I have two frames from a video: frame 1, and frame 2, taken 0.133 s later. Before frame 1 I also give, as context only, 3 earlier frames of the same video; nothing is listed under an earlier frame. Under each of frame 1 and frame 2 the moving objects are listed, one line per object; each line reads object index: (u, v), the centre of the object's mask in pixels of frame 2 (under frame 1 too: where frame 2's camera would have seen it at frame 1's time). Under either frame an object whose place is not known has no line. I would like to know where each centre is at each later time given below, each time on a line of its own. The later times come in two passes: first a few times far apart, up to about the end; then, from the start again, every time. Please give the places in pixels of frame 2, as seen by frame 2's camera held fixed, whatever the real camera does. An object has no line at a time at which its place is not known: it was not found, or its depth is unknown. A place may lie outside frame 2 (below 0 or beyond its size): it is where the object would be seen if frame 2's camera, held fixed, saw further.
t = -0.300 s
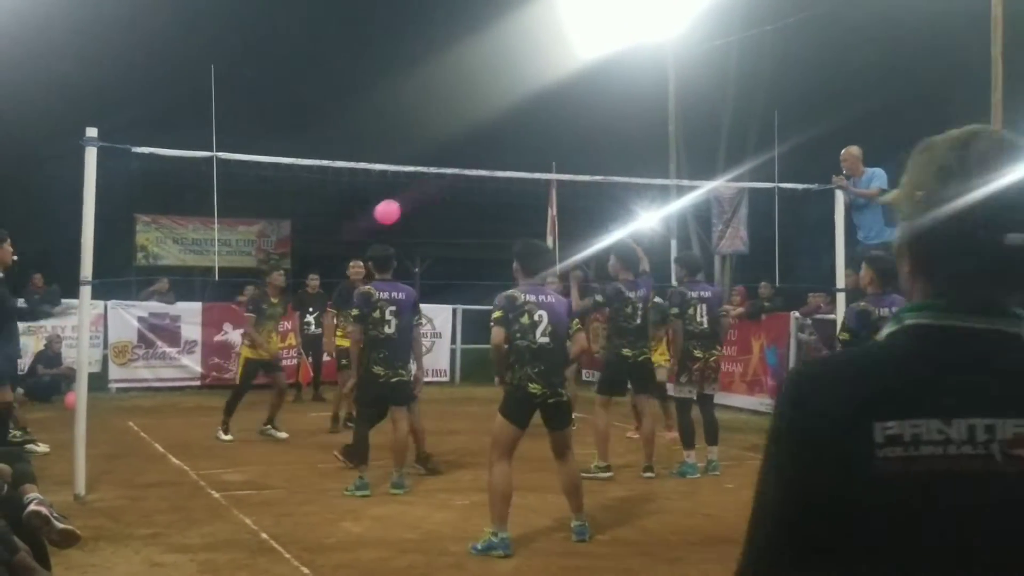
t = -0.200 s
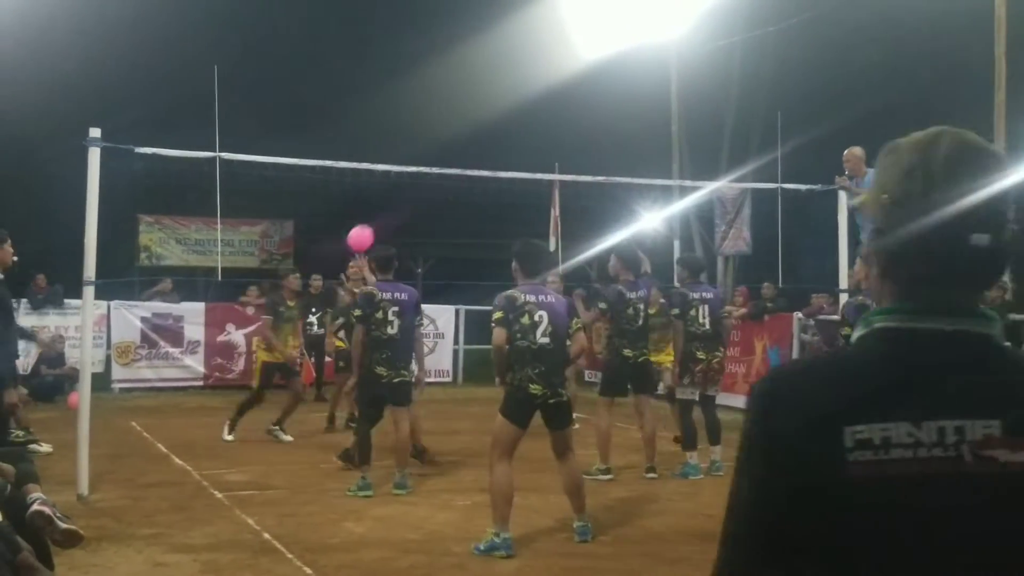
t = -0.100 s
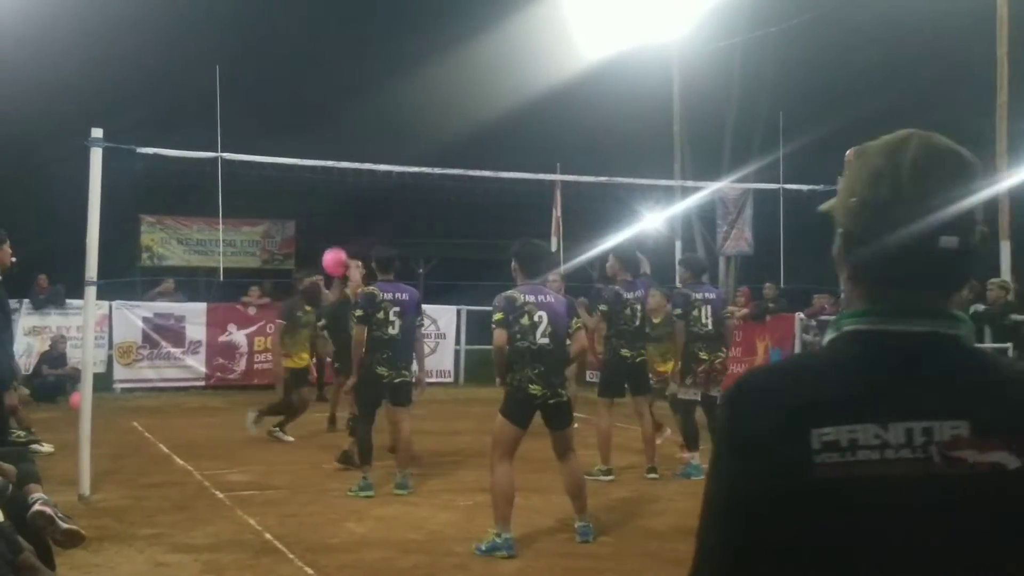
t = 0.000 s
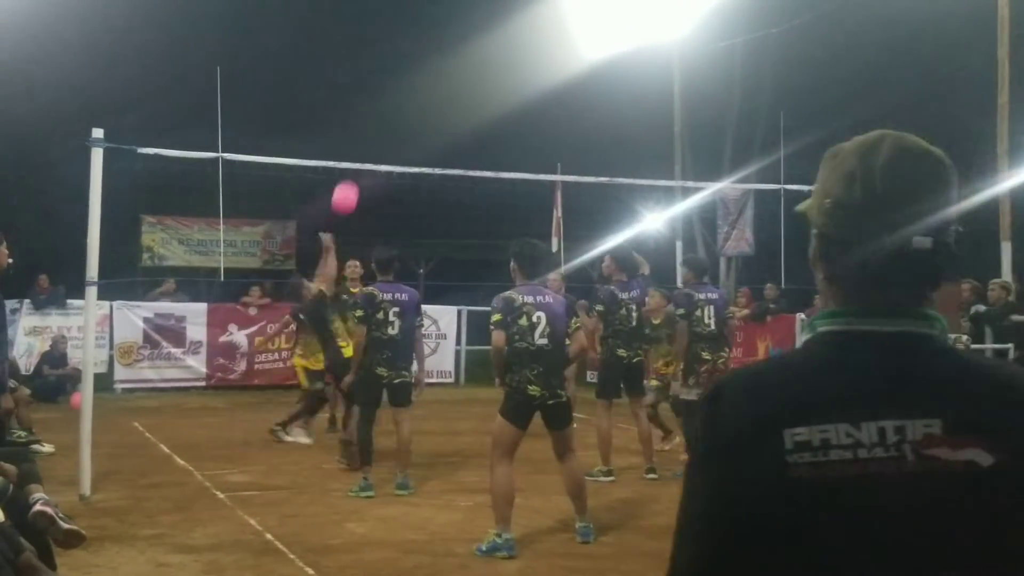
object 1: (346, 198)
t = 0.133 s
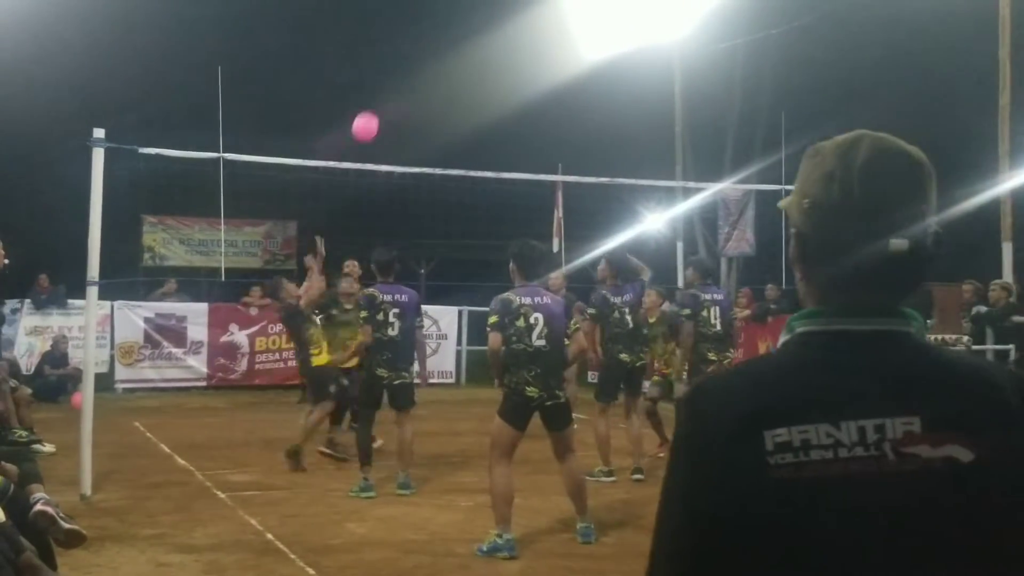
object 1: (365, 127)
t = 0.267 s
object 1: (386, 80)
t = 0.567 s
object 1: (428, 51)
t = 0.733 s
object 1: (448, 79)
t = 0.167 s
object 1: (370, 113)
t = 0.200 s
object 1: (375, 101)
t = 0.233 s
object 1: (381, 90)
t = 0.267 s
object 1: (386, 80)
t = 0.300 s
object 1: (391, 72)
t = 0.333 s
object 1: (396, 65)
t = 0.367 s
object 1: (401, 59)
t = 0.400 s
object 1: (406, 54)
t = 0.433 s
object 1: (410, 51)
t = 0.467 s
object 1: (415, 49)
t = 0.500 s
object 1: (419, 48)
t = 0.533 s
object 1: (424, 49)
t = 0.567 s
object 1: (428, 51)
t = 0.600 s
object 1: (432, 54)
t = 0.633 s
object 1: (437, 58)
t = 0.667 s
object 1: (440, 64)
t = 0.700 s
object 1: (444, 71)
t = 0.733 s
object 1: (448, 79)
